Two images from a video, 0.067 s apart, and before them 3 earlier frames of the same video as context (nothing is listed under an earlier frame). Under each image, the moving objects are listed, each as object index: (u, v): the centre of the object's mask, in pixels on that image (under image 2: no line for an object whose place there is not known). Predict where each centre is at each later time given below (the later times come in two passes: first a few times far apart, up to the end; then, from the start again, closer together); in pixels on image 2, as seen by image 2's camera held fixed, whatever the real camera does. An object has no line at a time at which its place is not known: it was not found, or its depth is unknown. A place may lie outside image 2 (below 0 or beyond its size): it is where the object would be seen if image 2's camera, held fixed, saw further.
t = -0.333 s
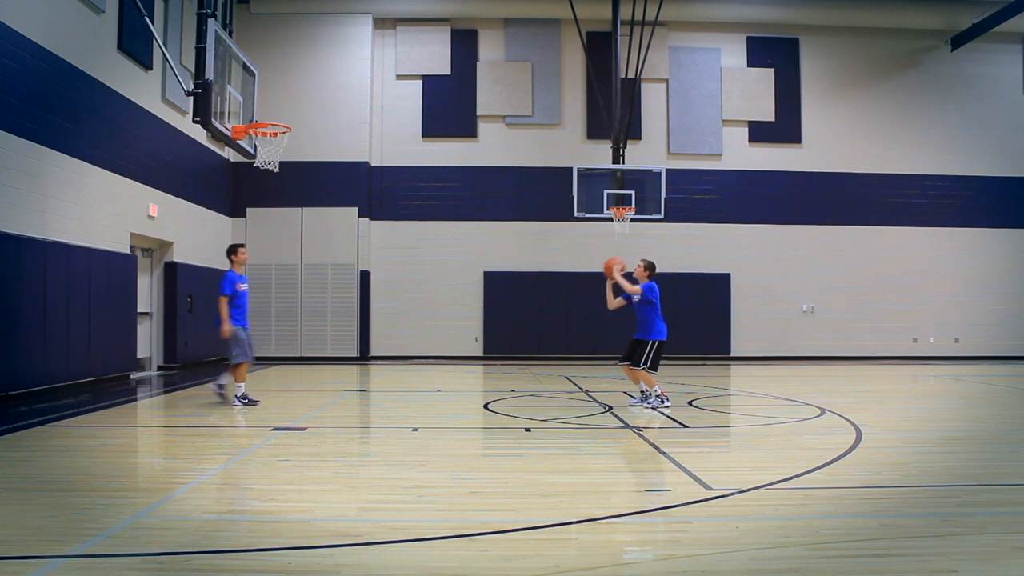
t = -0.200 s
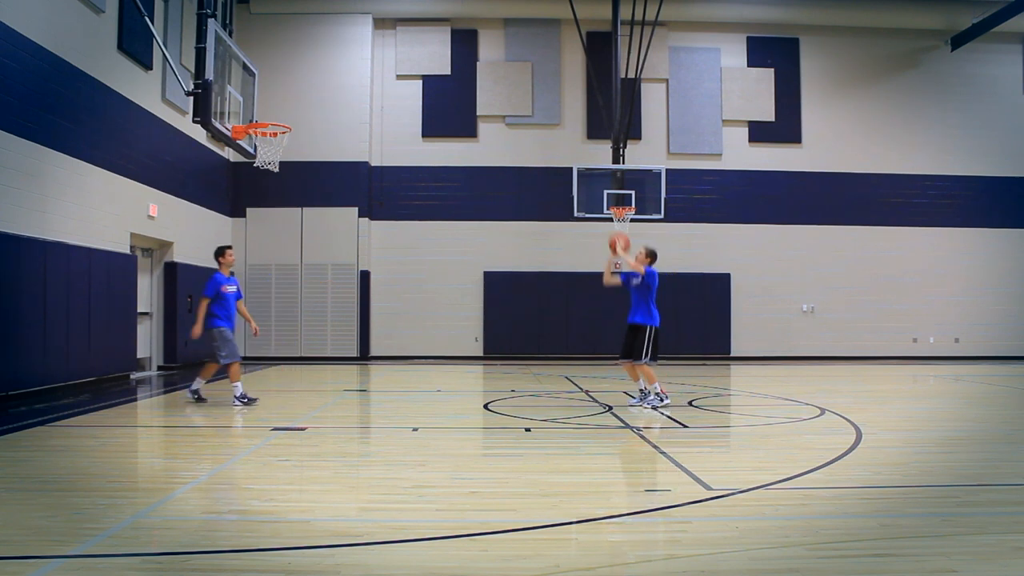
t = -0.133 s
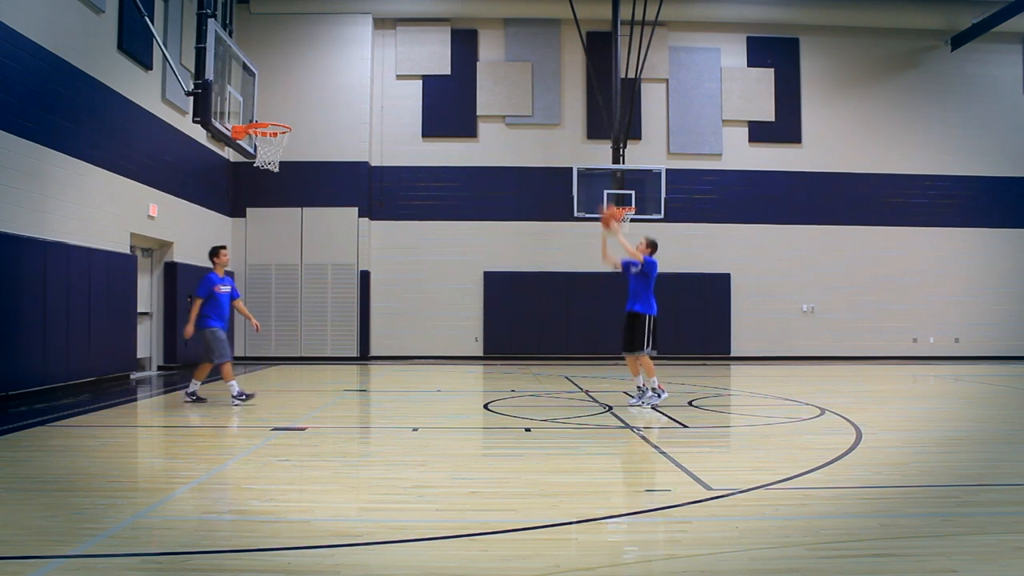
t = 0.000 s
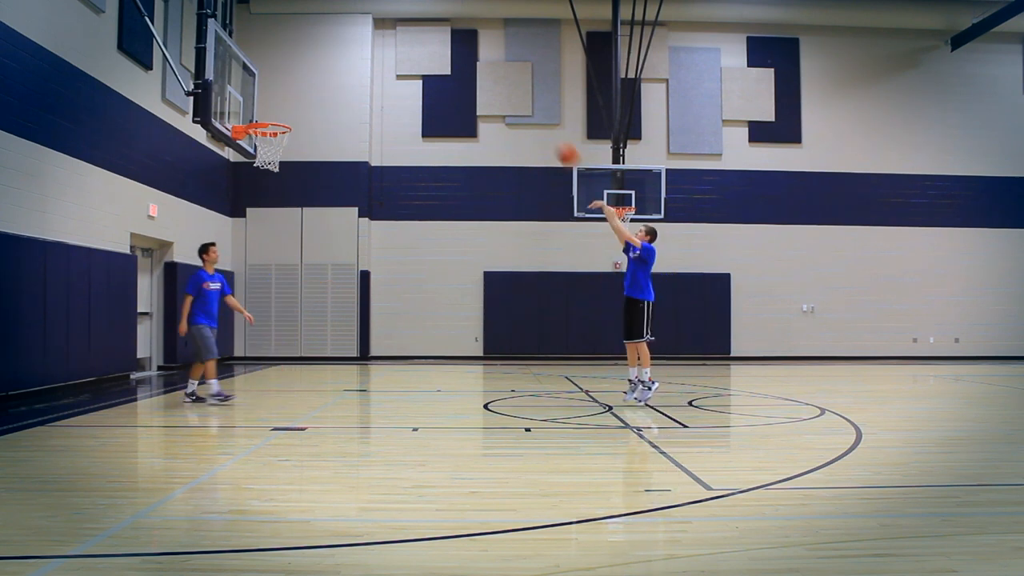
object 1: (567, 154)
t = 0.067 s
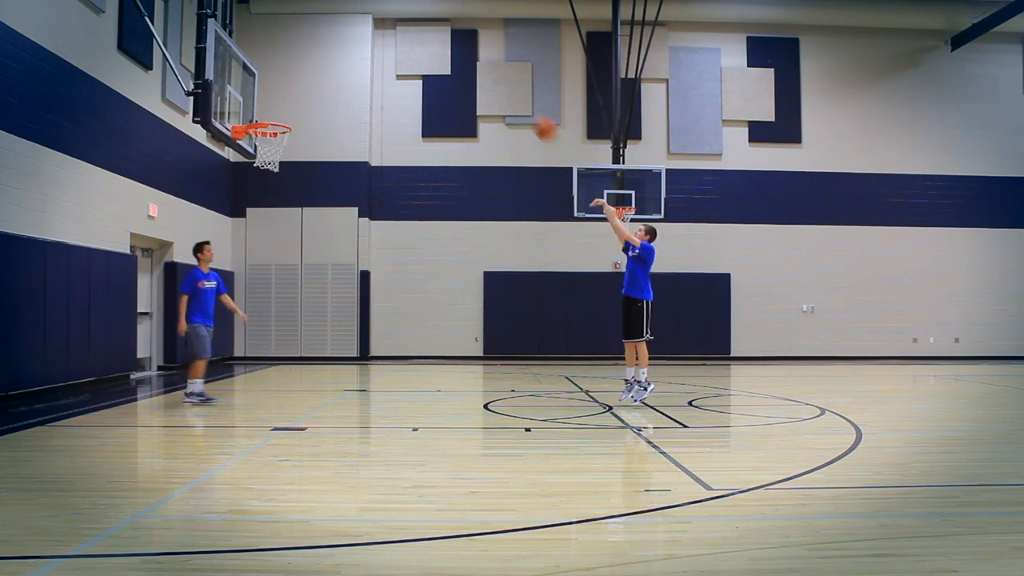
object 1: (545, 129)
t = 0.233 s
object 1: (487, 82)
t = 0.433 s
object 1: (419, 58)
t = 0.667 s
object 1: (342, 73)
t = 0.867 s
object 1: (277, 121)
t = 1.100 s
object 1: (258, 142)
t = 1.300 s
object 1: (275, 149)
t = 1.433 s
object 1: (280, 162)
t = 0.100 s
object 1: (533, 117)
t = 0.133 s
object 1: (522, 107)
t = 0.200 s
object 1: (499, 89)
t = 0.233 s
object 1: (487, 82)
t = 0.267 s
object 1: (474, 74)
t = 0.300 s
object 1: (464, 70)
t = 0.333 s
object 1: (455, 66)
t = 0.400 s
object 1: (431, 60)
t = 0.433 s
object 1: (419, 58)
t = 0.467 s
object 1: (408, 57)
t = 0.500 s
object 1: (398, 57)
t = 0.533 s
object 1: (387, 59)
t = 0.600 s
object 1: (364, 64)
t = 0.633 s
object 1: (353, 68)
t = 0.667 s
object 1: (342, 73)
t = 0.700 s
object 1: (331, 79)
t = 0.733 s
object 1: (320, 86)
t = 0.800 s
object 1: (299, 102)
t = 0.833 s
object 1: (288, 112)
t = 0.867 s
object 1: (277, 121)
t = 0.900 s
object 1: (270, 128)
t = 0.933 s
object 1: (262, 136)
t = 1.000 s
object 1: (257, 139)
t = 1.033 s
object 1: (256, 140)
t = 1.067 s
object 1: (257, 140)
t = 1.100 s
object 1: (258, 142)
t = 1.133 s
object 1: (261, 143)
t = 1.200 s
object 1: (263, 136)
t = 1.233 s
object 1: (269, 137)
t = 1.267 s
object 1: (274, 140)
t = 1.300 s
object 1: (275, 149)
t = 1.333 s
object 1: (277, 152)
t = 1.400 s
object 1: (279, 158)
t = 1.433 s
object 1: (280, 162)
